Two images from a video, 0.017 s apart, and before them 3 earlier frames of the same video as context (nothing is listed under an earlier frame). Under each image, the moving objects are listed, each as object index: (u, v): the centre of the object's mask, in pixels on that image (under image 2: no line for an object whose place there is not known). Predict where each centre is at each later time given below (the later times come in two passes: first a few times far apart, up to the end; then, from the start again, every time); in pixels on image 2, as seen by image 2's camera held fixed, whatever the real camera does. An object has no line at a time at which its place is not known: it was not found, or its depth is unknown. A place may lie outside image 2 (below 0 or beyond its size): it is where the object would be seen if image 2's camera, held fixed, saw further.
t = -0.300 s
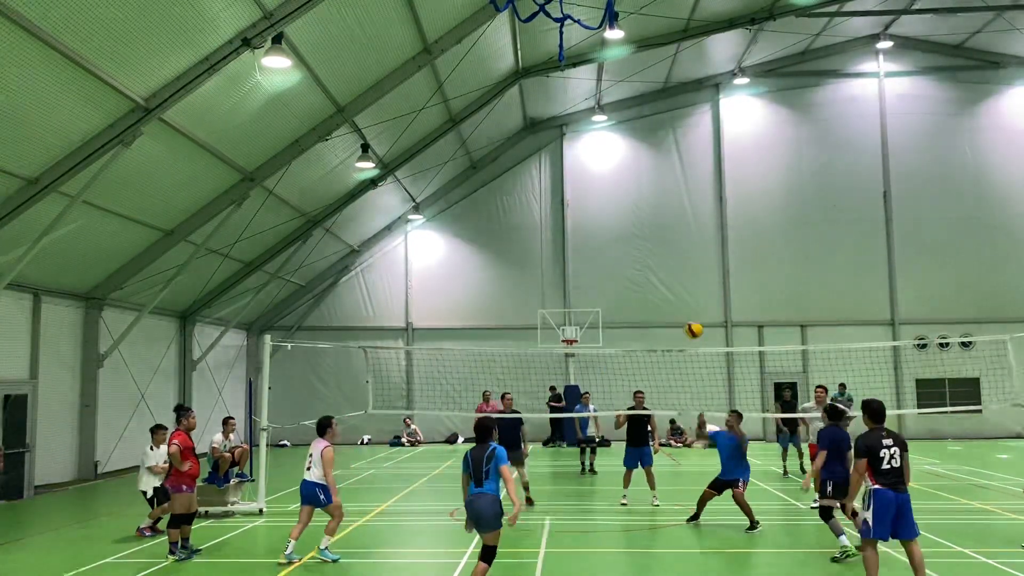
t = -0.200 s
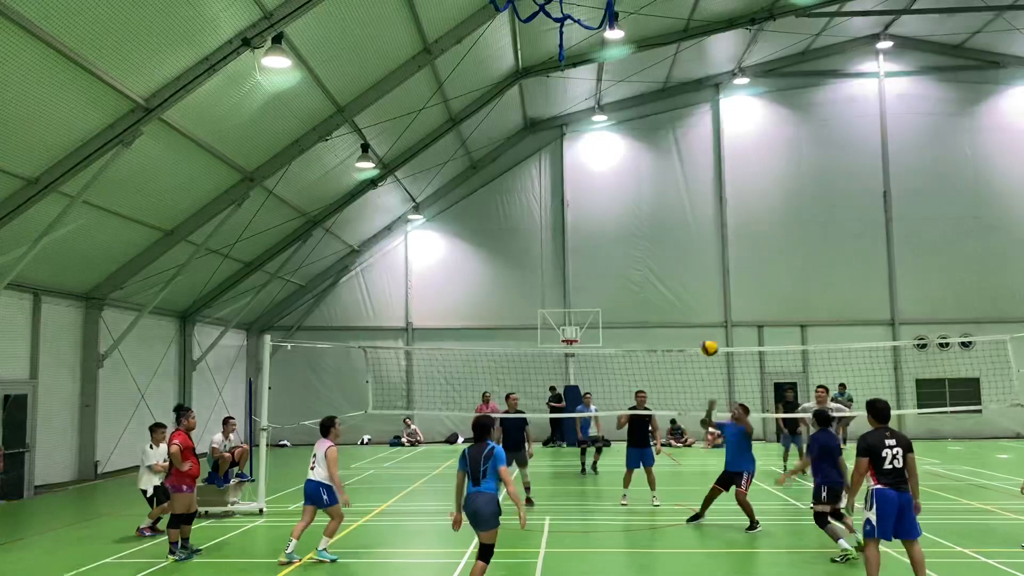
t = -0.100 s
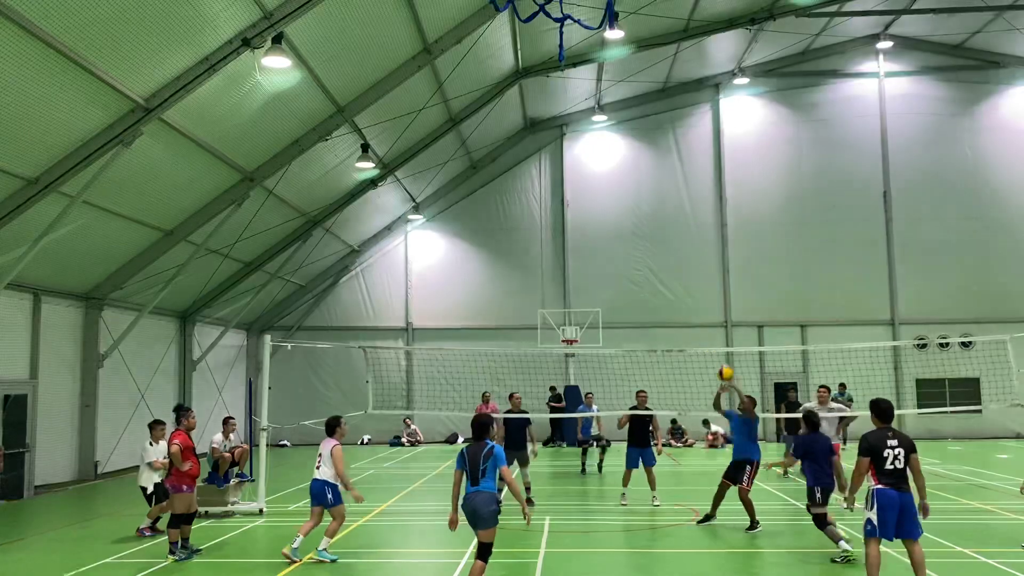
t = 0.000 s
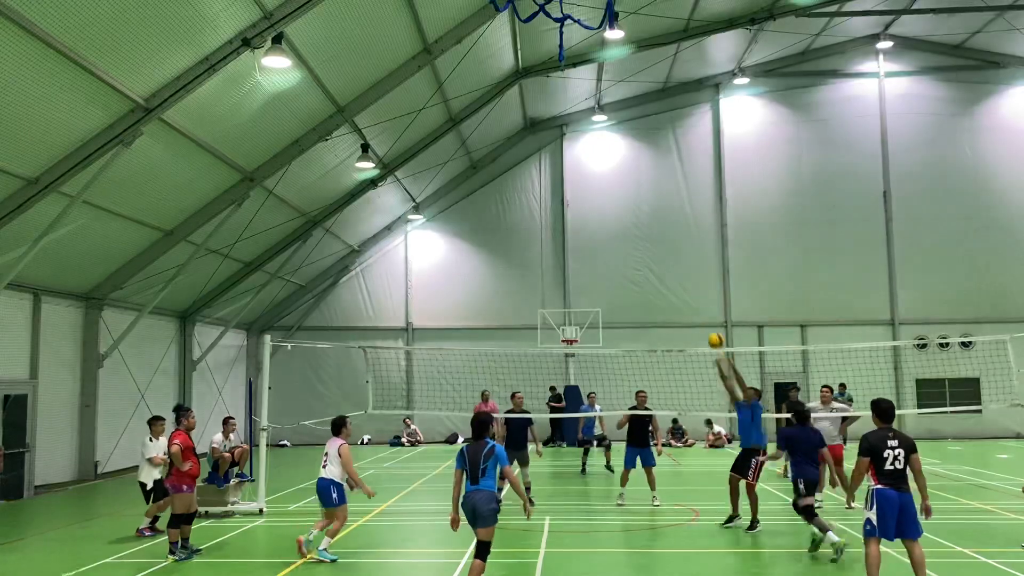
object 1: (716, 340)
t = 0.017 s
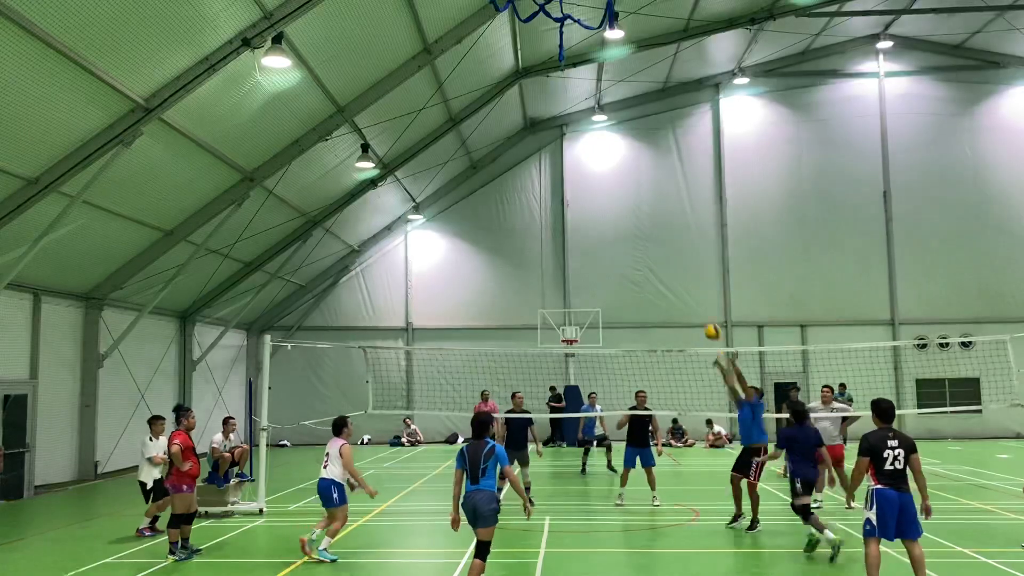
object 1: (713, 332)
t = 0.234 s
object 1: (672, 242)
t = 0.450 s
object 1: (637, 192)
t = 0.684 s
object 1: (603, 175)
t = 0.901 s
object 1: (573, 193)
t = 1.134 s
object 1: (543, 246)
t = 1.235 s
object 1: (530, 280)
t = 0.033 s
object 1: (709, 323)
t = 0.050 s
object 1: (706, 315)
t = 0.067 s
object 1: (703, 307)
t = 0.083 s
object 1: (700, 300)
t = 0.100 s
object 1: (697, 293)
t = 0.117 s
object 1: (693, 285)
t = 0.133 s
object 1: (690, 278)
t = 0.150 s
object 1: (687, 272)
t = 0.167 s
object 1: (683, 265)
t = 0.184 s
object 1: (681, 259)
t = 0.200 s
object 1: (678, 253)
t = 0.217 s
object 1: (675, 248)
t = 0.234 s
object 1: (672, 242)
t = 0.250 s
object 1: (669, 237)
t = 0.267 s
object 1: (666, 232)
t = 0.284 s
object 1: (664, 228)
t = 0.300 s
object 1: (661, 223)
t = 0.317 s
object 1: (658, 219)
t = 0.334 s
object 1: (655, 215)
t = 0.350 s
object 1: (653, 211)
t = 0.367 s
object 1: (650, 208)
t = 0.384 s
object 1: (647, 204)
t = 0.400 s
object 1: (645, 201)
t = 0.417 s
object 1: (642, 198)
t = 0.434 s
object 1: (639, 195)
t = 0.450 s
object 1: (637, 192)
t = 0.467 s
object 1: (634, 189)
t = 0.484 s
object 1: (632, 187)
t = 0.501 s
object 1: (630, 185)
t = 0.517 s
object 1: (627, 183)
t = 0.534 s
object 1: (624, 181)
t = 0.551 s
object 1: (622, 180)
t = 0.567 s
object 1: (619, 178)
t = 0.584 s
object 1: (617, 178)
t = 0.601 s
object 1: (614, 177)
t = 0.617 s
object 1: (612, 176)
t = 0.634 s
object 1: (610, 175)
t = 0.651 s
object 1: (608, 175)
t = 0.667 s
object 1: (605, 175)
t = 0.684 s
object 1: (603, 175)
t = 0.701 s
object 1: (601, 175)
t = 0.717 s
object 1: (598, 176)
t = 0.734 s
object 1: (596, 176)
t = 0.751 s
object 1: (594, 177)
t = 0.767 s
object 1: (591, 178)
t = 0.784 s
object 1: (589, 179)
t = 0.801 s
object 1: (587, 180)
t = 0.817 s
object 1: (585, 182)
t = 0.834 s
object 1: (582, 184)
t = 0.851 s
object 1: (580, 186)
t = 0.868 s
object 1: (578, 188)
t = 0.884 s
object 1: (576, 190)
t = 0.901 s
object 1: (573, 193)
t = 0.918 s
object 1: (571, 195)
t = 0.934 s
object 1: (569, 198)
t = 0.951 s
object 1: (568, 201)
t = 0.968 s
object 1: (565, 205)
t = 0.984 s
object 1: (563, 207)
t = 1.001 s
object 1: (560, 212)
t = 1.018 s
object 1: (559, 214)
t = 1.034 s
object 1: (557, 218)
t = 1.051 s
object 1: (555, 222)
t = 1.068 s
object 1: (552, 227)
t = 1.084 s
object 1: (550, 231)
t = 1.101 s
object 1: (548, 236)
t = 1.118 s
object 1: (545, 241)
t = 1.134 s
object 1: (543, 246)
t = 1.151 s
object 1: (541, 251)
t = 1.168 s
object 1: (539, 257)
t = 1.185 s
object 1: (536, 263)
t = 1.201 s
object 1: (534, 268)
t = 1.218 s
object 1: (533, 273)
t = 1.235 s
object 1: (530, 280)
